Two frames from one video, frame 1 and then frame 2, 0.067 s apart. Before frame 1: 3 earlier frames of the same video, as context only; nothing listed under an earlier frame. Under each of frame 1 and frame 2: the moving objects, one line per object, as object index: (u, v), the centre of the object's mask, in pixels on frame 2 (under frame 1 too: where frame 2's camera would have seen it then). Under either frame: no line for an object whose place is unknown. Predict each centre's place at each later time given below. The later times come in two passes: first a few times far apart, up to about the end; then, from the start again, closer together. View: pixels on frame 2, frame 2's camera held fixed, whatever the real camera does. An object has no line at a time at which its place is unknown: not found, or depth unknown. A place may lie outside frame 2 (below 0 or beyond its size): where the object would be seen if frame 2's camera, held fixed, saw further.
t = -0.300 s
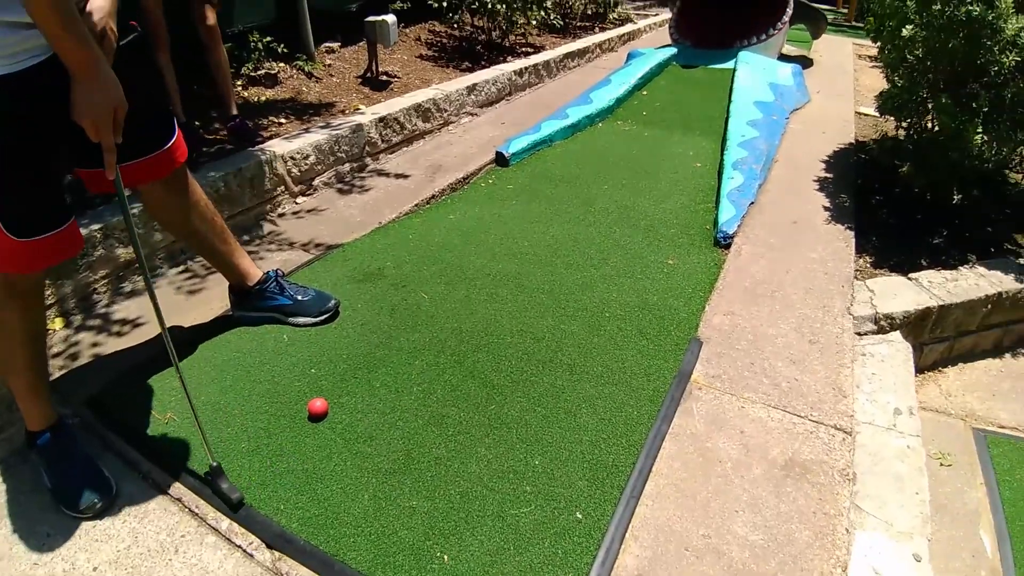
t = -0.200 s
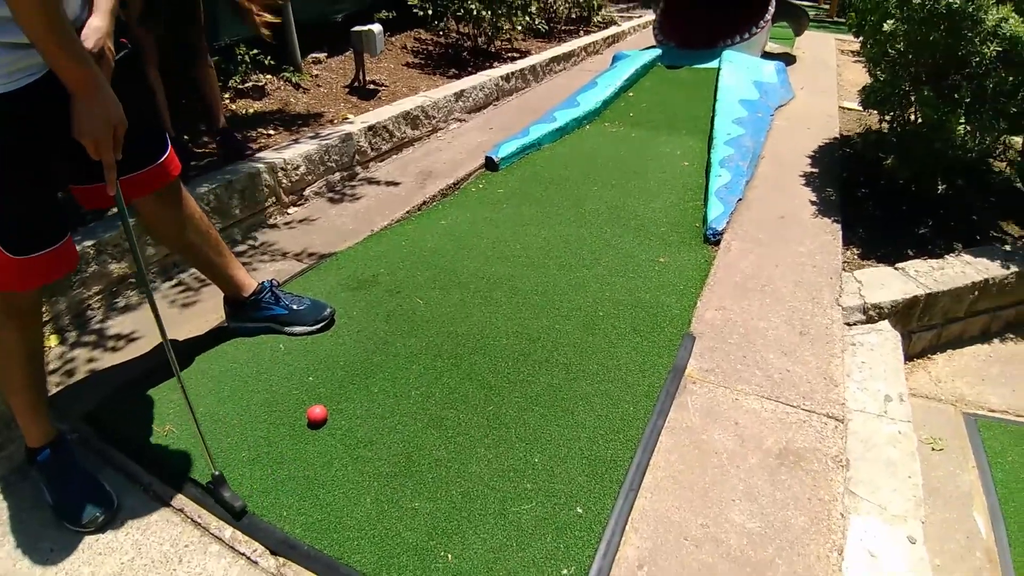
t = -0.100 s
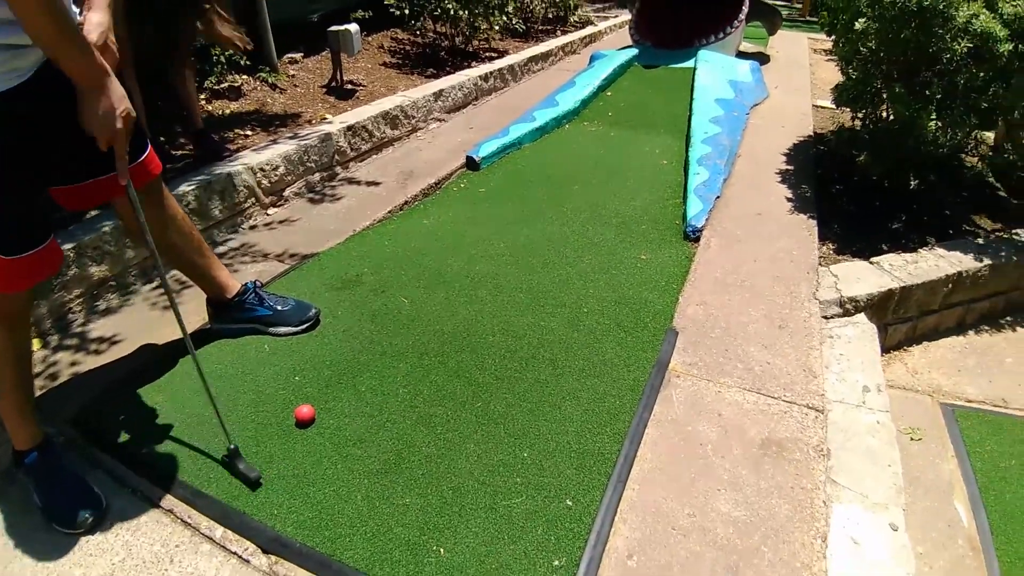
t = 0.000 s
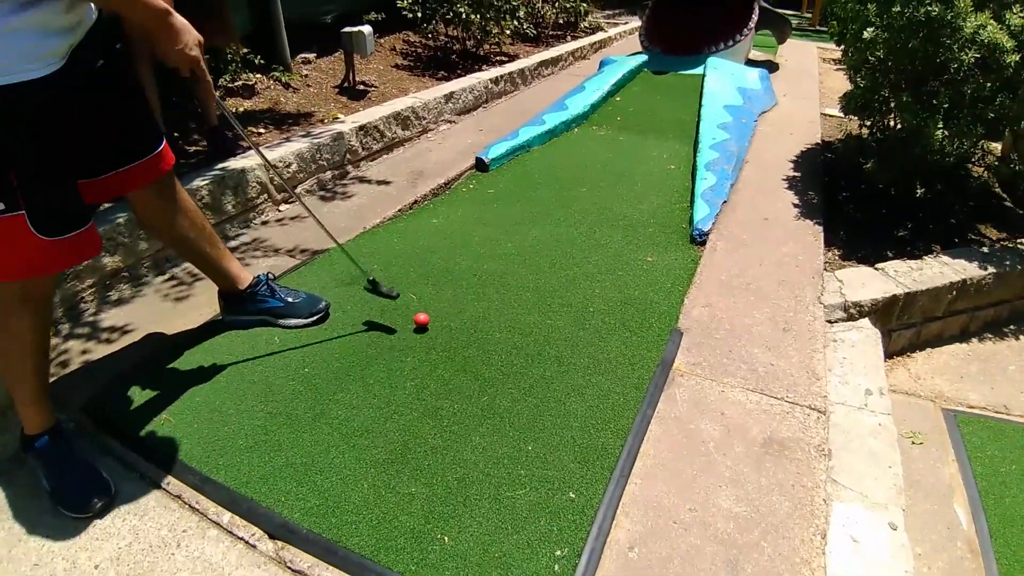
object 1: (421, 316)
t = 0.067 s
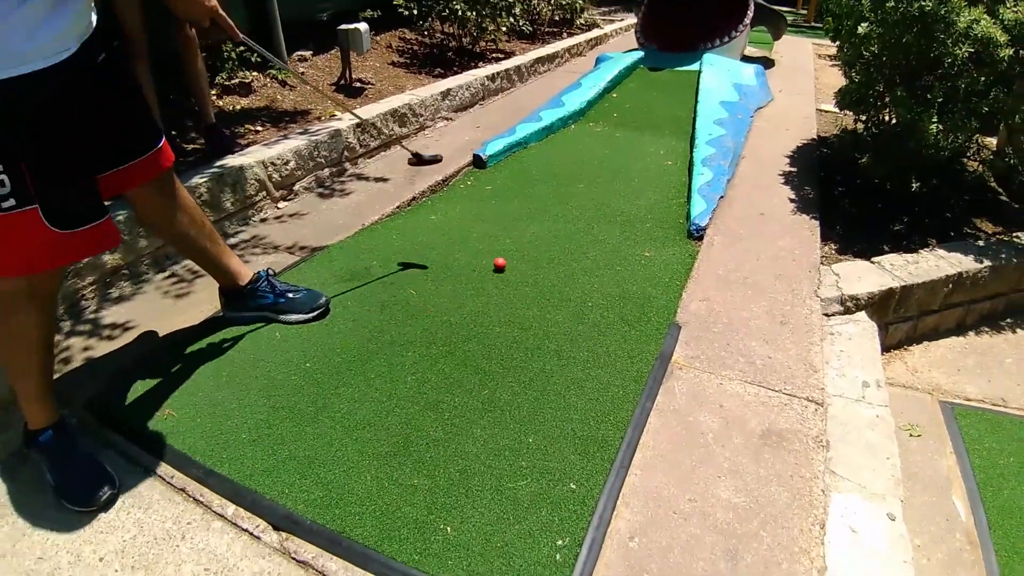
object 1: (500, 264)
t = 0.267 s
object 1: (620, 173)
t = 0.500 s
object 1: (686, 112)
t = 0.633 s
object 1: (685, 81)
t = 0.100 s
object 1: (529, 245)
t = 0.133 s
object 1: (554, 229)
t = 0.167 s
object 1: (575, 215)
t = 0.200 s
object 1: (592, 197)
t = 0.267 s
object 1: (620, 173)
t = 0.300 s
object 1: (633, 166)
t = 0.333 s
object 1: (643, 154)
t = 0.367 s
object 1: (653, 145)
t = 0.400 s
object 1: (662, 139)
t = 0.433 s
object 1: (670, 135)
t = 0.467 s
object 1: (679, 123)
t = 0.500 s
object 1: (686, 112)
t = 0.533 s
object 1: (693, 105)
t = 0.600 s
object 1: (687, 88)
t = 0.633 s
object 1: (685, 81)
